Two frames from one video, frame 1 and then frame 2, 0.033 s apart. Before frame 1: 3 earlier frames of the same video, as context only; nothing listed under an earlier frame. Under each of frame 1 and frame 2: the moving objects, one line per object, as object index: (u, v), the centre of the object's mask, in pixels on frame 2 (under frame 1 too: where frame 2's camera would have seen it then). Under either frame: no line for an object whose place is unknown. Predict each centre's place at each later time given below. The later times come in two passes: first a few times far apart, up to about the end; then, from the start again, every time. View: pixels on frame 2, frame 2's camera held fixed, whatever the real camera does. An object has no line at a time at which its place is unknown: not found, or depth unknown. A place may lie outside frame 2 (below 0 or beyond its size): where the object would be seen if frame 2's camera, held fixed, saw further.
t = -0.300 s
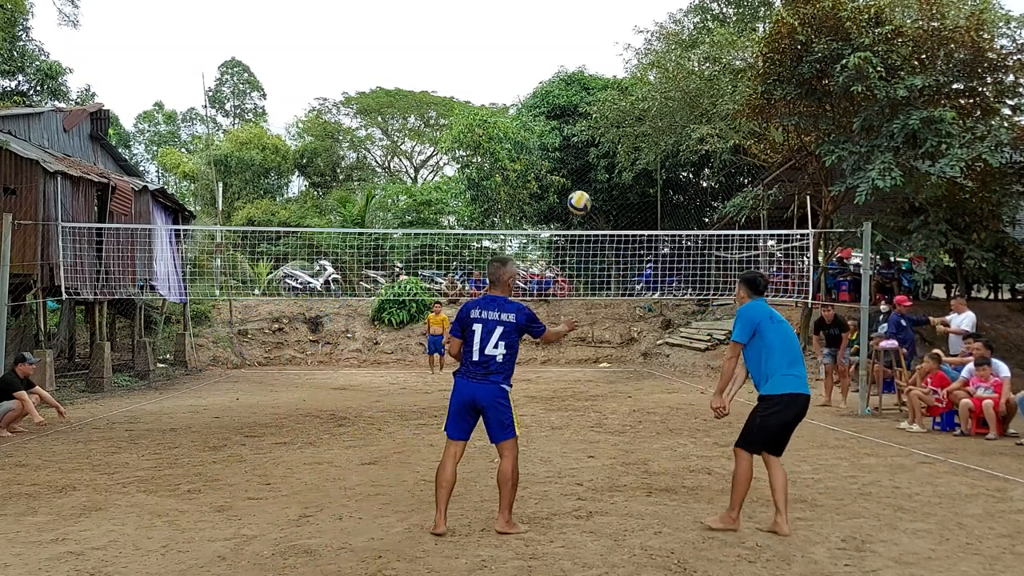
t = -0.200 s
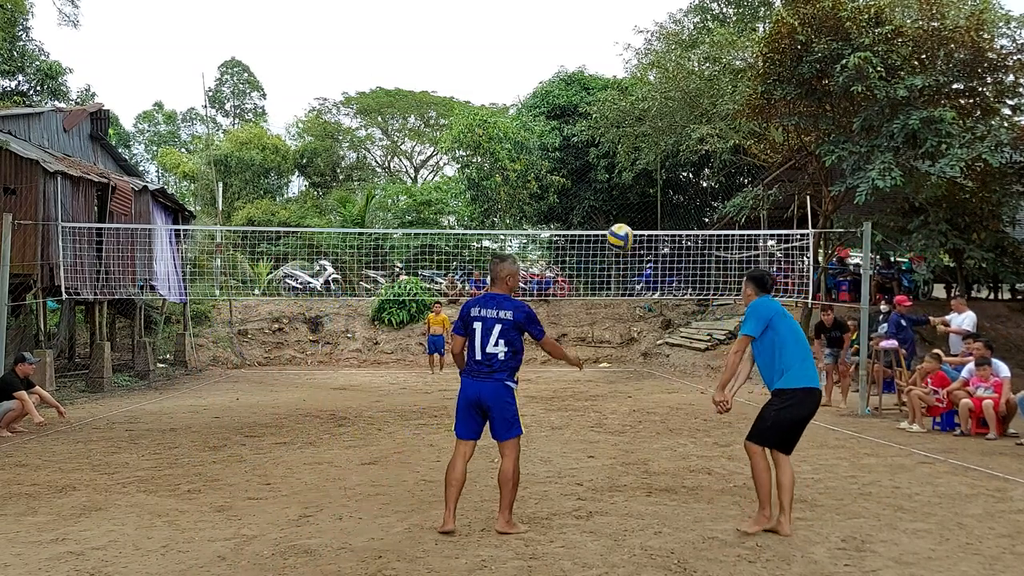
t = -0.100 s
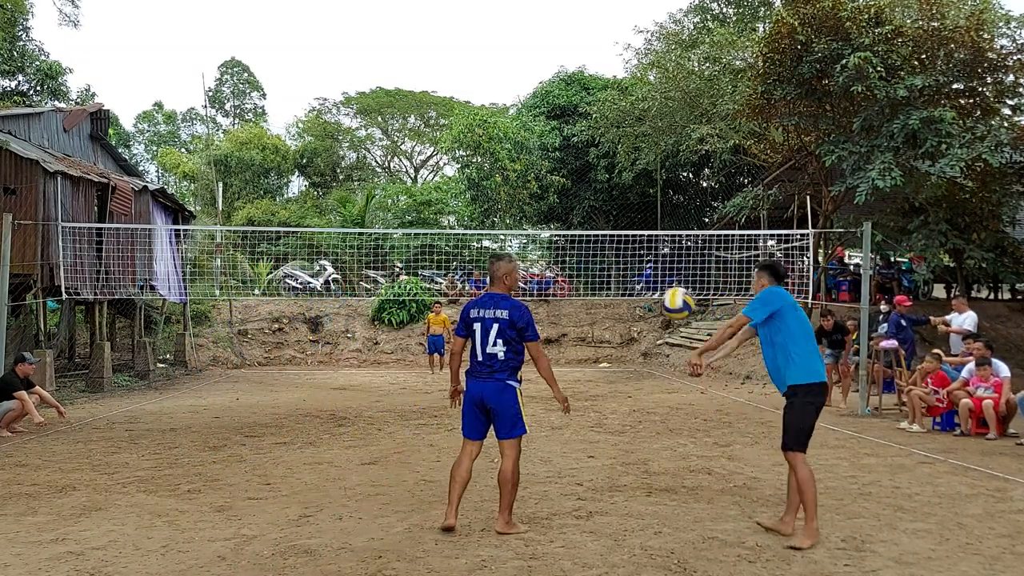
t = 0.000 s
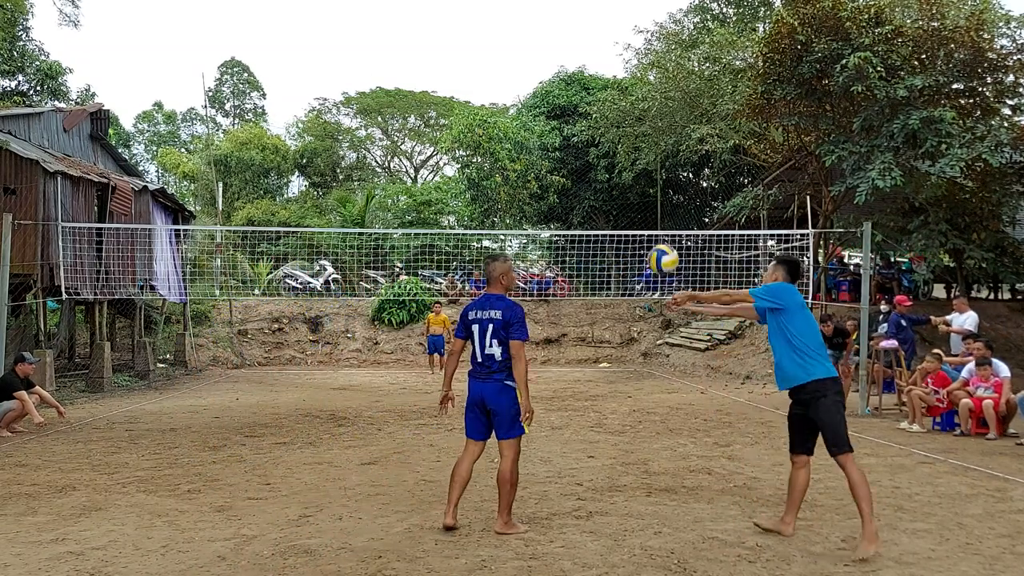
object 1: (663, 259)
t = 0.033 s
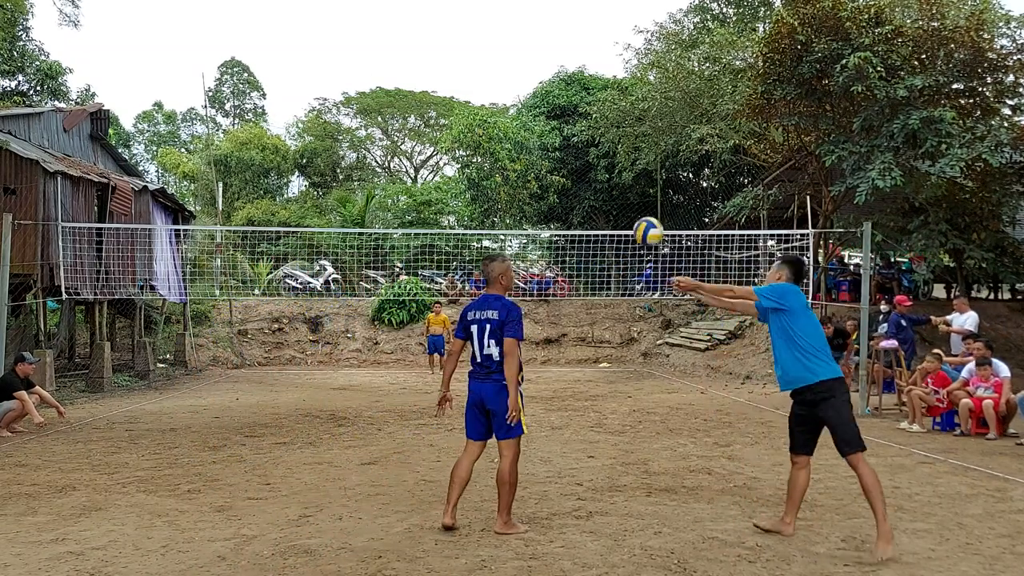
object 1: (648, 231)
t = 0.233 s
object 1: (581, 124)
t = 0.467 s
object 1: (535, 88)
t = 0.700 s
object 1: (504, 106)
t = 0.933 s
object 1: (482, 156)
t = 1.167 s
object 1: (466, 226)
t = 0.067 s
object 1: (634, 207)
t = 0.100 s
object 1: (622, 186)
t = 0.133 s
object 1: (610, 167)
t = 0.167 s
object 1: (600, 151)
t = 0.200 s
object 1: (590, 137)
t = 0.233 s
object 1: (581, 124)
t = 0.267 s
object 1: (573, 114)
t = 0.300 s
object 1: (565, 106)
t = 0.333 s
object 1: (558, 100)
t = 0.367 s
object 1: (552, 95)
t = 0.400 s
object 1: (545, 91)
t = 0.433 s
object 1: (540, 89)
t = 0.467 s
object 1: (535, 88)
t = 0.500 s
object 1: (529, 88)
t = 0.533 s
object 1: (525, 89)
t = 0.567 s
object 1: (520, 91)
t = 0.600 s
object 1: (516, 94)
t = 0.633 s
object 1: (512, 97)
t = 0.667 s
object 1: (508, 102)
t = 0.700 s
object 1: (504, 106)
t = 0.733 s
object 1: (500, 112)
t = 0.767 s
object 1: (497, 118)
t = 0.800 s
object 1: (494, 124)
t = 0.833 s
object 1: (491, 132)
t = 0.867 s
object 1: (487, 140)
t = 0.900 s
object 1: (485, 148)
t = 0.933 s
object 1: (482, 156)
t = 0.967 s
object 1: (479, 166)
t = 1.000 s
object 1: (477, 175)
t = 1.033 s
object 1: (475, 185)
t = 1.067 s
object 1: (473, 195)
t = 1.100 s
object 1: (470, 206)
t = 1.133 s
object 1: (468, 217)
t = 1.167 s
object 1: (466, 226)
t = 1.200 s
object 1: (464, 240)
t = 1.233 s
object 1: (462, 250)
